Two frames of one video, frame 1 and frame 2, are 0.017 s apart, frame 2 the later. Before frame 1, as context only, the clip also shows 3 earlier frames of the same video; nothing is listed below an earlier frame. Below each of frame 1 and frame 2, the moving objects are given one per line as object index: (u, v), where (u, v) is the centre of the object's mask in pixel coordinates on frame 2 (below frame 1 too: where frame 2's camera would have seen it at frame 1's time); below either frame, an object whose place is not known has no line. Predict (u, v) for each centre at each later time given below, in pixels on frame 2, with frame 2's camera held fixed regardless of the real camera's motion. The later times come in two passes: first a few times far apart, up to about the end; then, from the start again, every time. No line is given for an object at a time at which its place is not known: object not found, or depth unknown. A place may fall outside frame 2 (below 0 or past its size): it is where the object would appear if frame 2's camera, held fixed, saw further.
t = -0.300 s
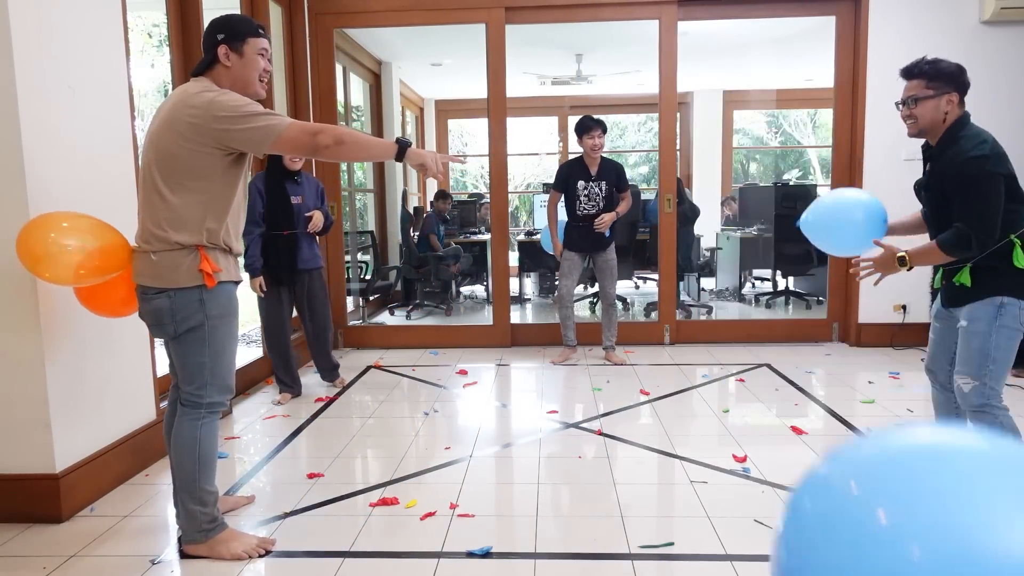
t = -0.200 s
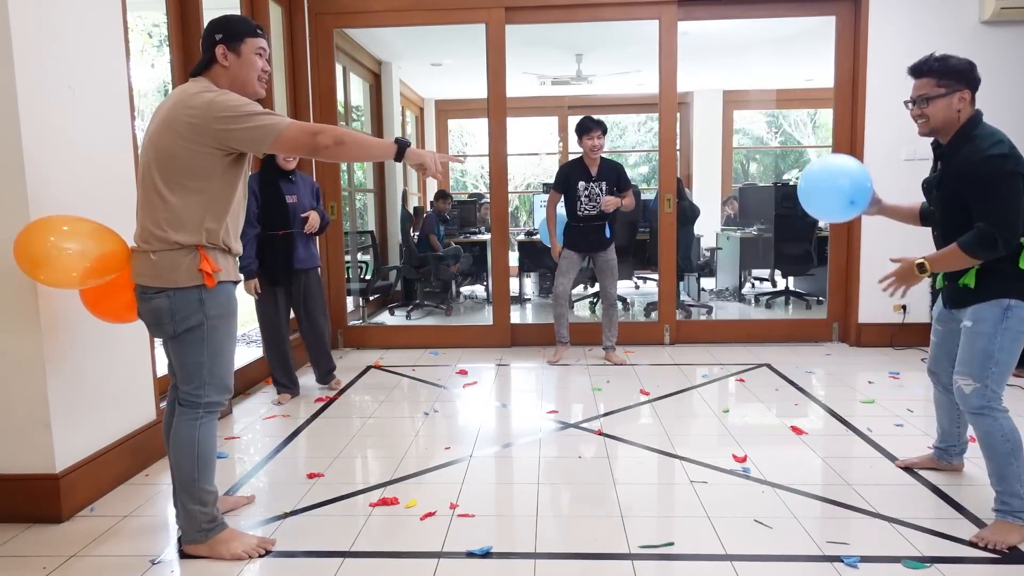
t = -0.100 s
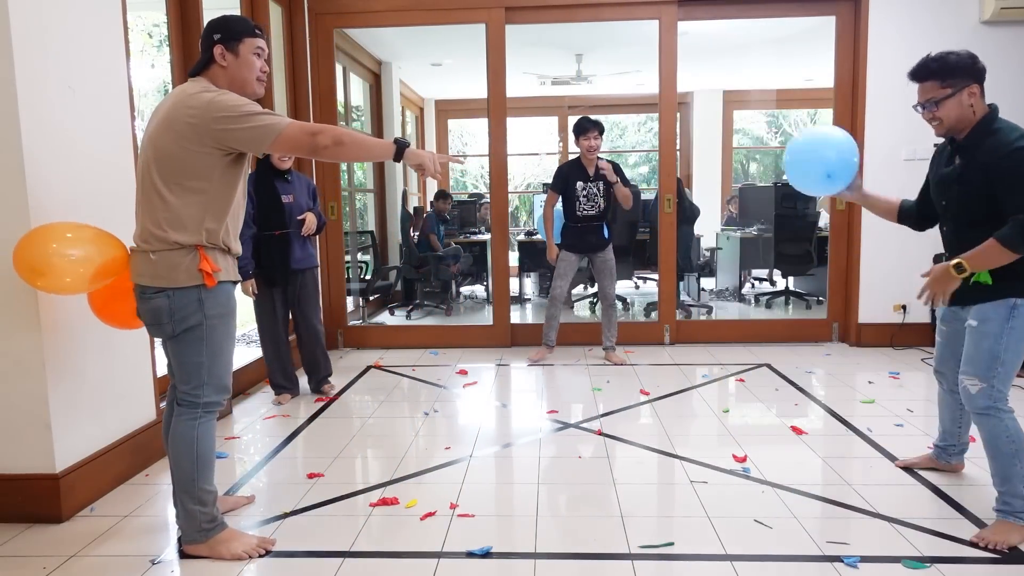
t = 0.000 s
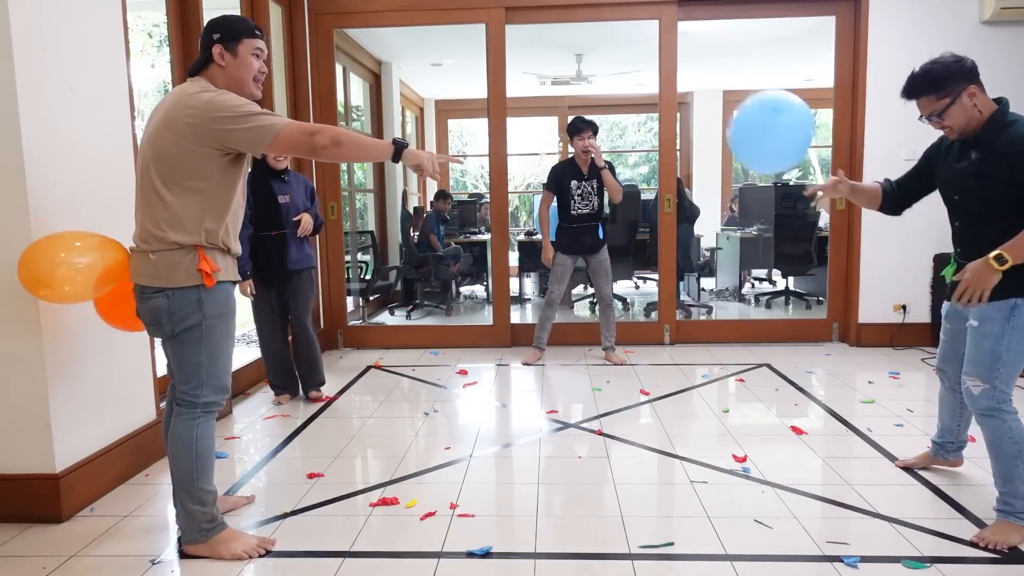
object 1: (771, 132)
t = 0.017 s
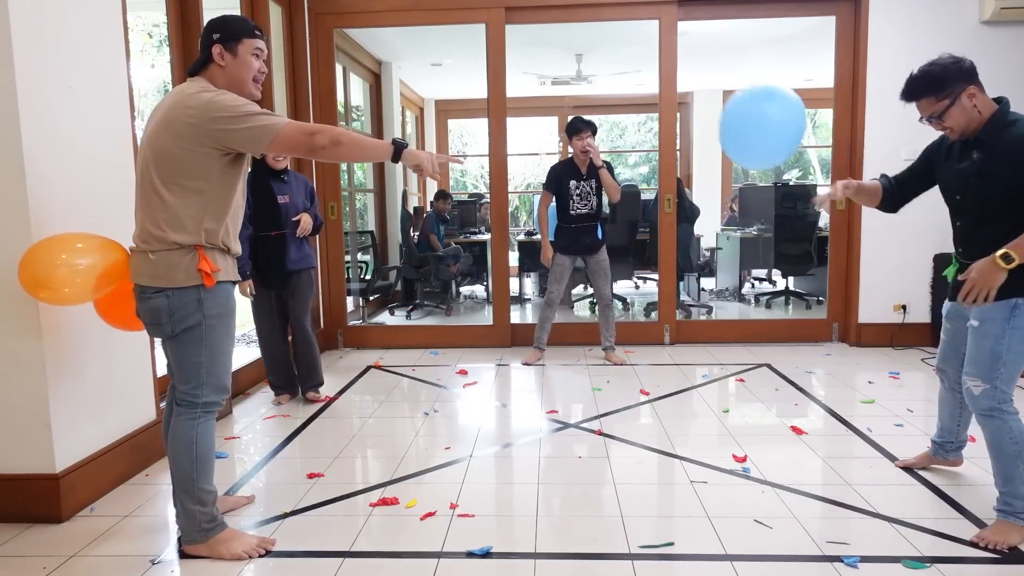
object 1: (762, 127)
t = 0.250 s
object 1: (659, 113)
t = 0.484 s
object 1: (640, 194)
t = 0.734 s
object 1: (722, 347)
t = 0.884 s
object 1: (772, 473)
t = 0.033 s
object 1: (753, 122)
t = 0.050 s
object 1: (743, 117)
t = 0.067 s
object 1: (735, 113)
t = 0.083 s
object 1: (726, 110)
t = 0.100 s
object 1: (717, 107)
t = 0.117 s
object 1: (709, 105)
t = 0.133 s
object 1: (701, 104)
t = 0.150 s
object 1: (693, 104)
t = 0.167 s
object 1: (686, 105)
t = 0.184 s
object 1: (679, 106)
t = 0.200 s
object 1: (672, 107)
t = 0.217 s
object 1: (667, 109)
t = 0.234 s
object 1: (663, 111)
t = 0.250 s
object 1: (659, 113)
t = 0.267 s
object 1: (656, 116)
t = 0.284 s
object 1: (653, 120)
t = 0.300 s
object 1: (649, 124)
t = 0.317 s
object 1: (645, 129)
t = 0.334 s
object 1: (641, 134)
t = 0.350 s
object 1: (638, 140)
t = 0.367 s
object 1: (636, 146)
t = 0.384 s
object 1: (634, 152)
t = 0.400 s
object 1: (634, 158)
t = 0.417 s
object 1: (634, 165)
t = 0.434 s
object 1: (634, 172)
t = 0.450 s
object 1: (636, 179)
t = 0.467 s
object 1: (638, 187)
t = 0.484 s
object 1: (640, 194)
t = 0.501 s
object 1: (644, 202)
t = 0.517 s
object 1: (648, 210)
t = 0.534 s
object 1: (652, 219)
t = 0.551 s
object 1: (657, 228)
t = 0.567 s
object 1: (663, 237)
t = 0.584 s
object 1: (669, 246)
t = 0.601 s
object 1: (676, 255)
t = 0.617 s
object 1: (682, 264)
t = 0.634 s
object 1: (689, 274)
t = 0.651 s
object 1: (695, 285)
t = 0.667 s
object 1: (700, 296)
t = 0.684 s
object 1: (706, 308)
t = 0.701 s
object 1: (711, 320)
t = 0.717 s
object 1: (717, 334)
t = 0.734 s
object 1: (722, 347)
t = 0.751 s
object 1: (728, 362)
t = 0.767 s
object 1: (733, 376)
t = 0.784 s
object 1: (738, 391)
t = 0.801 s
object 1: (743, 408)
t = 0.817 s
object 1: (749, 424)
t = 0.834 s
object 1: (755, 440)
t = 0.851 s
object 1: (761, 452)
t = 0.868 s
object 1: (767, 462)
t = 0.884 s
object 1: (772, 473)
